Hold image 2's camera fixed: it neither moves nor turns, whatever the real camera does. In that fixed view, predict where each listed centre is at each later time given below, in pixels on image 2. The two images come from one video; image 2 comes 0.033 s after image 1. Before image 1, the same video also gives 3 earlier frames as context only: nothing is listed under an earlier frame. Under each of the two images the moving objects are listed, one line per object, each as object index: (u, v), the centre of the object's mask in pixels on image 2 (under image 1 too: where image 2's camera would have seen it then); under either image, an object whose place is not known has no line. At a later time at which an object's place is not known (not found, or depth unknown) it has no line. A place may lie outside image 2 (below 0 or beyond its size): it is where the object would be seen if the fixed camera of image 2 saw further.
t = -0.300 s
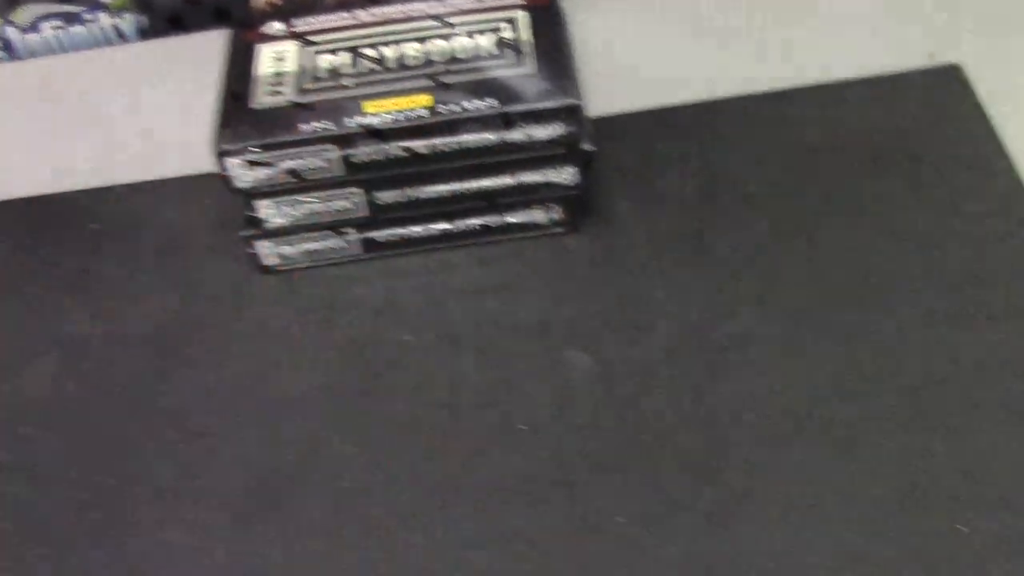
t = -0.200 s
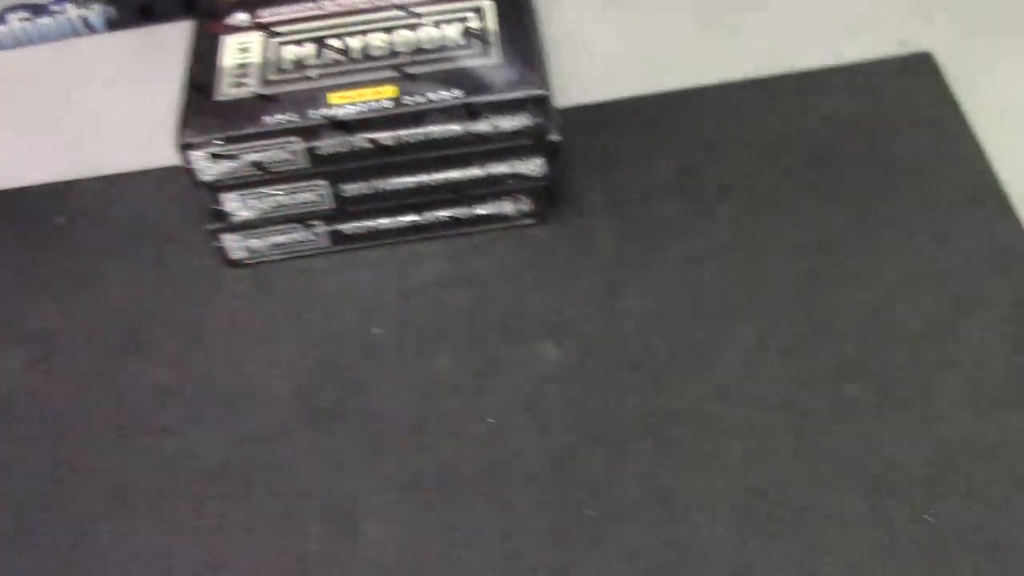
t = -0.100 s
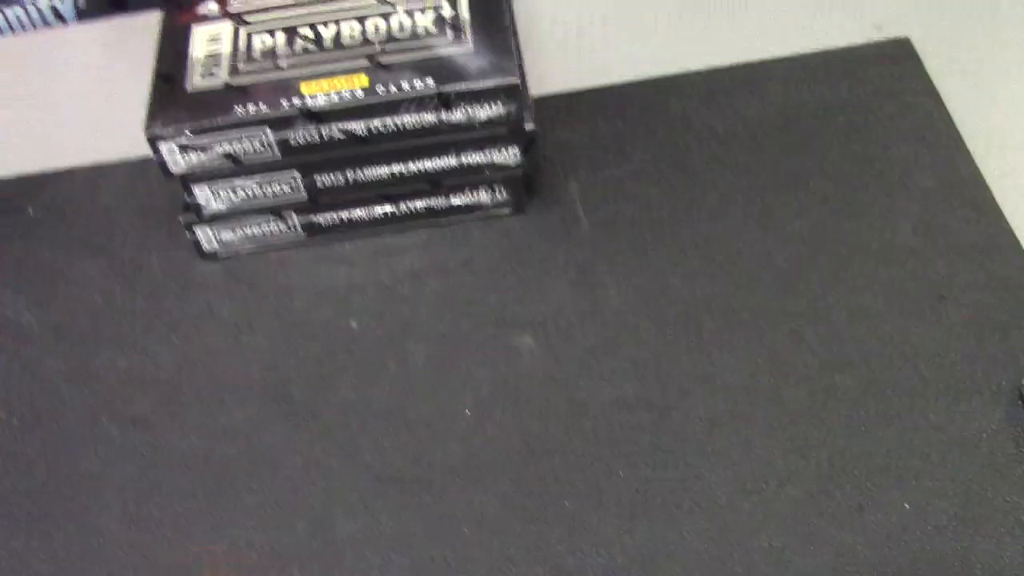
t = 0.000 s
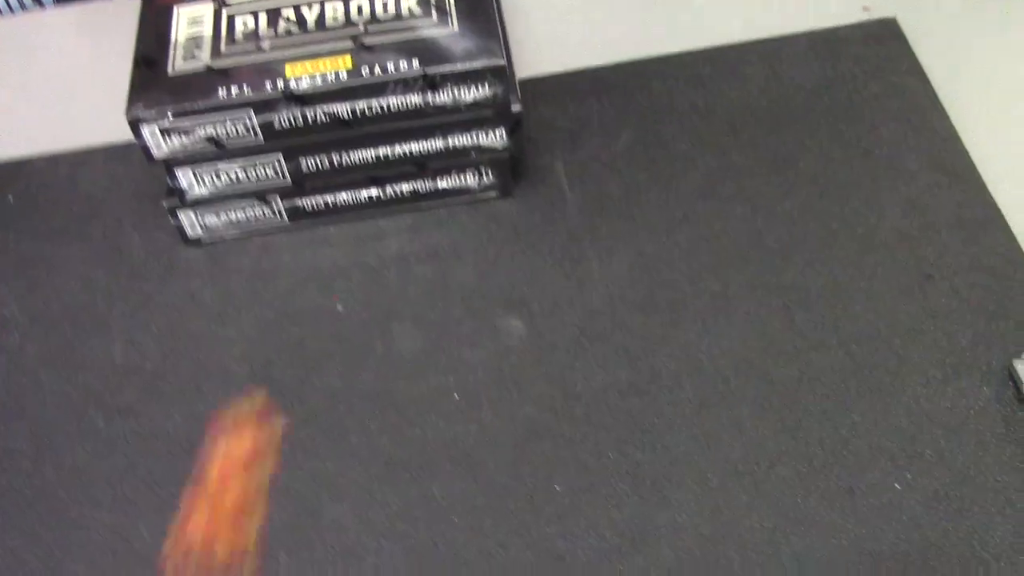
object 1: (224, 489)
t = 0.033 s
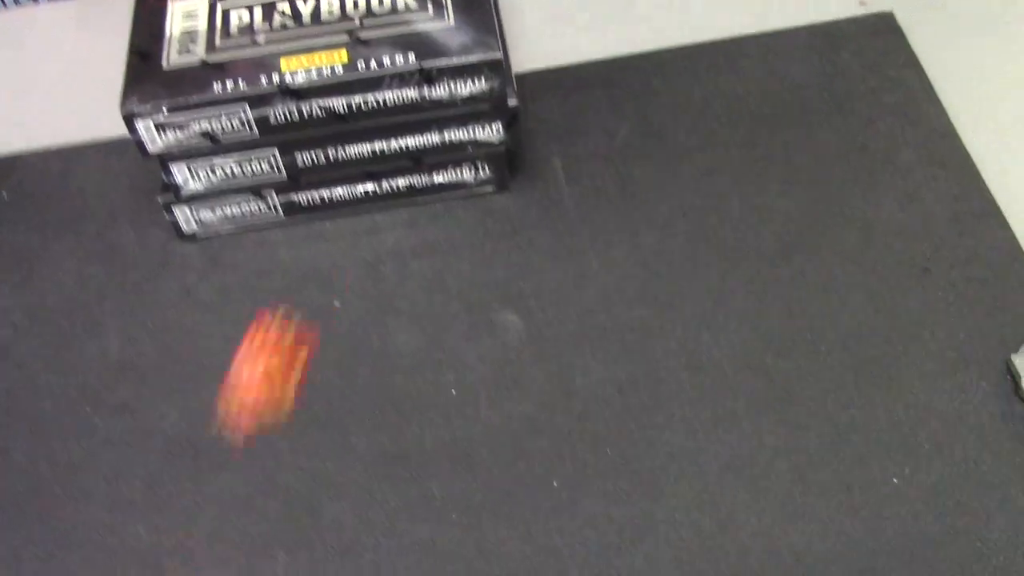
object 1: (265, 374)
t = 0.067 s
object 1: (303, 309)
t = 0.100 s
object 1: (335, 275)
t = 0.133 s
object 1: (360, 265)
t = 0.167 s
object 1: (380, 224)
